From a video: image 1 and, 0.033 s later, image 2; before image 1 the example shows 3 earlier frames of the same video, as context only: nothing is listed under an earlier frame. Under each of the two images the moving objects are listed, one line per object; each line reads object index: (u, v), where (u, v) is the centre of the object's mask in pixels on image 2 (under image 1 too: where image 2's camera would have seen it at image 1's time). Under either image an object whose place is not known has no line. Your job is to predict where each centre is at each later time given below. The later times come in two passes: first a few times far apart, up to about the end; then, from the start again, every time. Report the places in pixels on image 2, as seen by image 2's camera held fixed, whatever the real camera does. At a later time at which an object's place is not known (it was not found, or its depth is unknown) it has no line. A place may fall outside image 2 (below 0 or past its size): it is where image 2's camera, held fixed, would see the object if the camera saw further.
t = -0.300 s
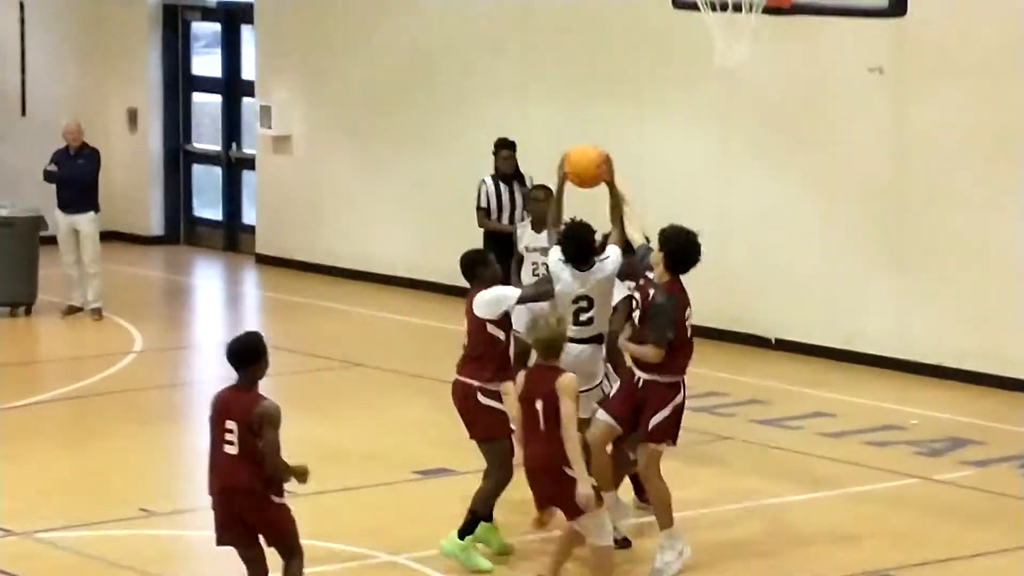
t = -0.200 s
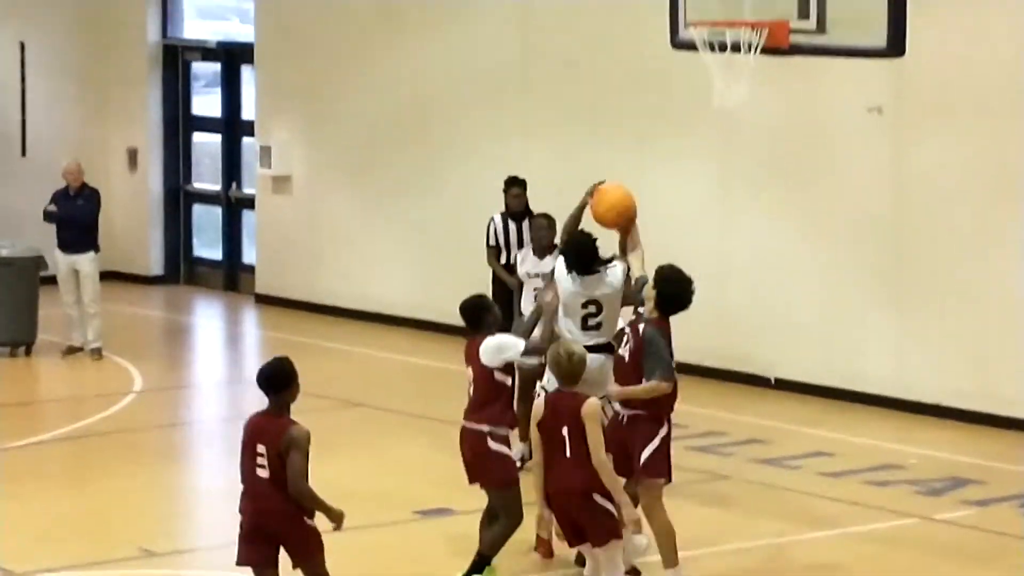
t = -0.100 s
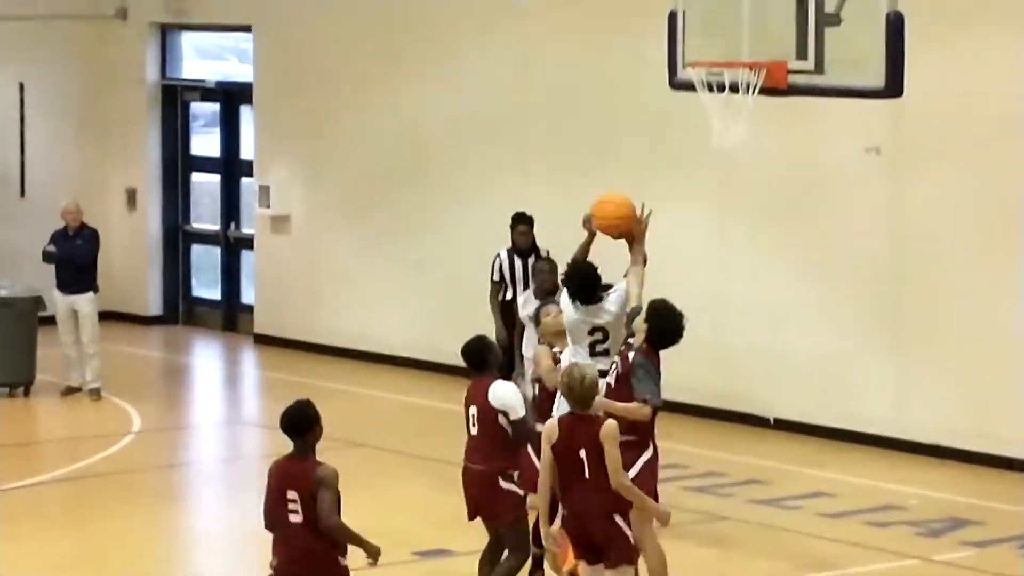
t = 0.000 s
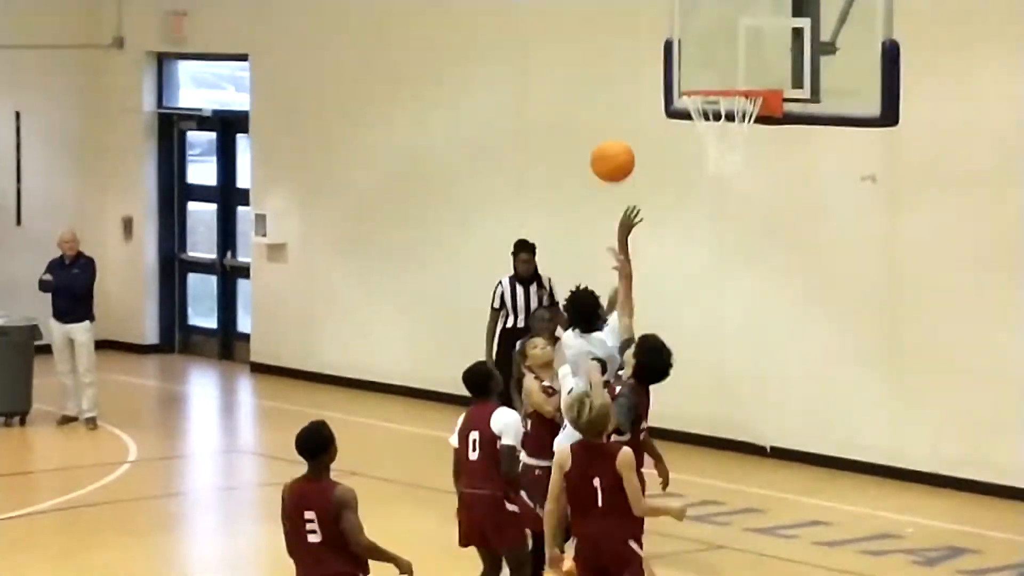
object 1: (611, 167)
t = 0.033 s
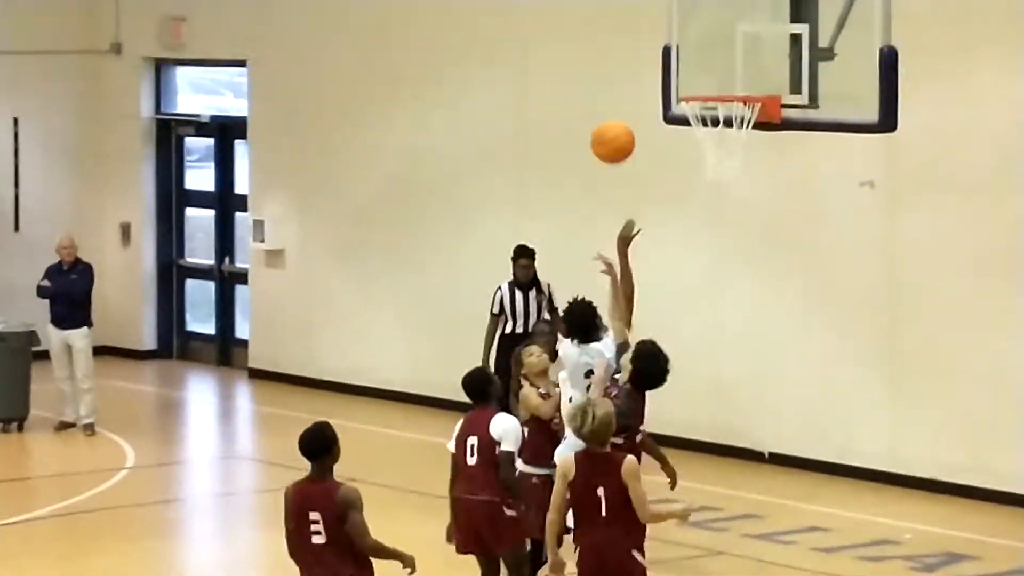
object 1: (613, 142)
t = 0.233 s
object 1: (625, 34)
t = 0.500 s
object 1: (640, 4)
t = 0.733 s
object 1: (652, 80)
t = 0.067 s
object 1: (615, 119)
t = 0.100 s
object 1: (616, 98)
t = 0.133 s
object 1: (619, 79)
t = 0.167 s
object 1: (621, 62)
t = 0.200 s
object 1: (623, 47)
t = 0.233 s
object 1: (625, 34)
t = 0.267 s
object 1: (626, 24)
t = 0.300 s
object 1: (628, 15)
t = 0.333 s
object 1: (630, 9)
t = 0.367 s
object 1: (632, 4)
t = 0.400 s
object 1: (634, 2)
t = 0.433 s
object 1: (636, 1)
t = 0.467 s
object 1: (638, 1)
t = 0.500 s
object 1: (640, 4)
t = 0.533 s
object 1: (642, 9)
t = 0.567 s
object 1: (643, 16)
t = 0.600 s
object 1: (646, 25)
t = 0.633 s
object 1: (648, 35)
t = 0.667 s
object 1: (649, 49)
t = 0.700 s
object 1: (650, 64)
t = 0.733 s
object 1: (652, 80)
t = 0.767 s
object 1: (653, 97)
